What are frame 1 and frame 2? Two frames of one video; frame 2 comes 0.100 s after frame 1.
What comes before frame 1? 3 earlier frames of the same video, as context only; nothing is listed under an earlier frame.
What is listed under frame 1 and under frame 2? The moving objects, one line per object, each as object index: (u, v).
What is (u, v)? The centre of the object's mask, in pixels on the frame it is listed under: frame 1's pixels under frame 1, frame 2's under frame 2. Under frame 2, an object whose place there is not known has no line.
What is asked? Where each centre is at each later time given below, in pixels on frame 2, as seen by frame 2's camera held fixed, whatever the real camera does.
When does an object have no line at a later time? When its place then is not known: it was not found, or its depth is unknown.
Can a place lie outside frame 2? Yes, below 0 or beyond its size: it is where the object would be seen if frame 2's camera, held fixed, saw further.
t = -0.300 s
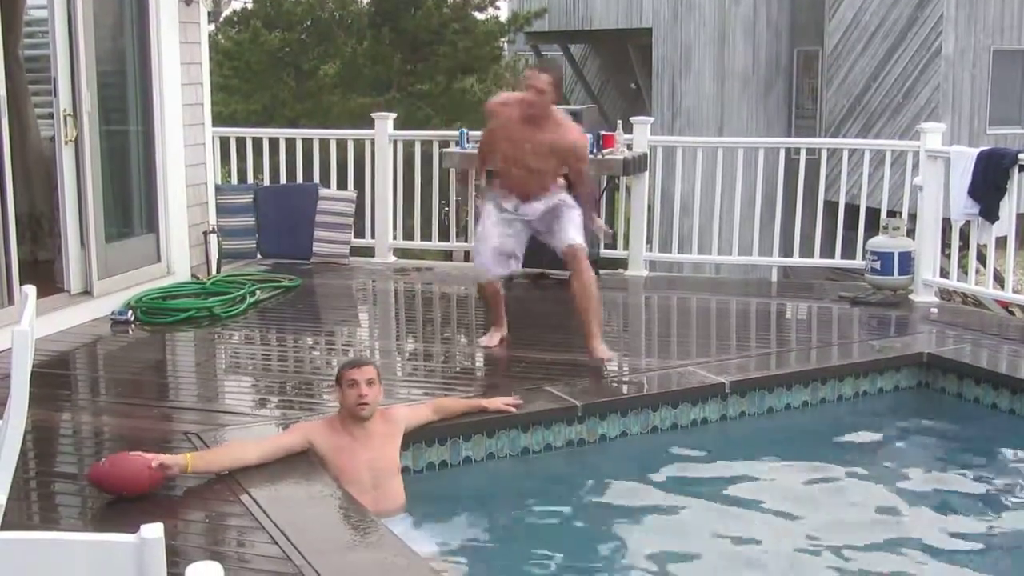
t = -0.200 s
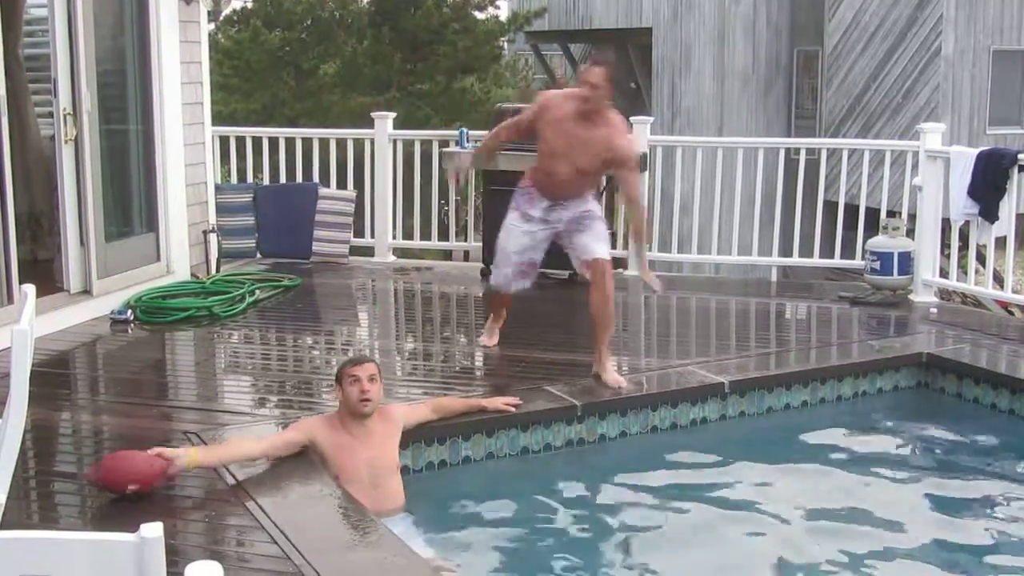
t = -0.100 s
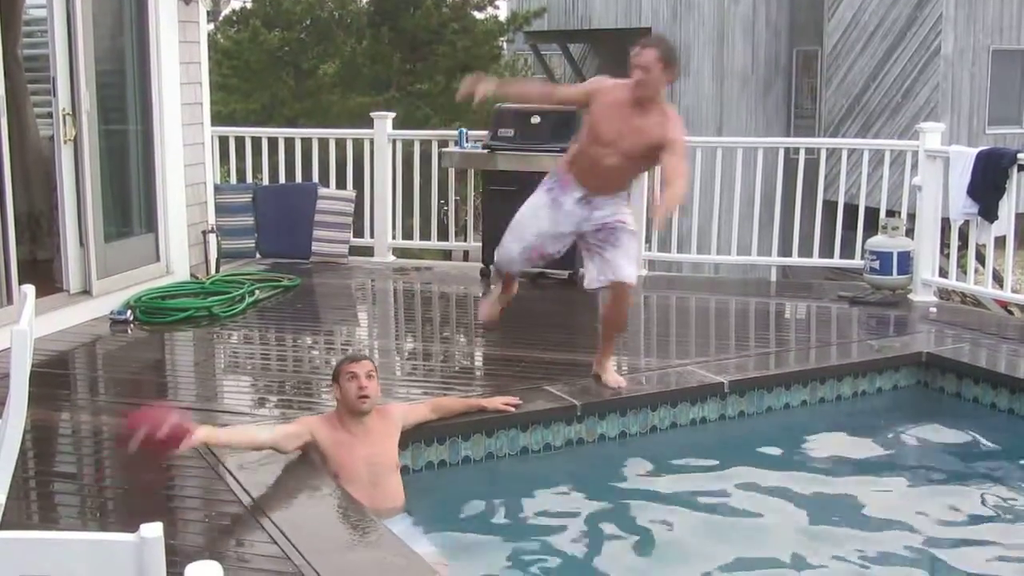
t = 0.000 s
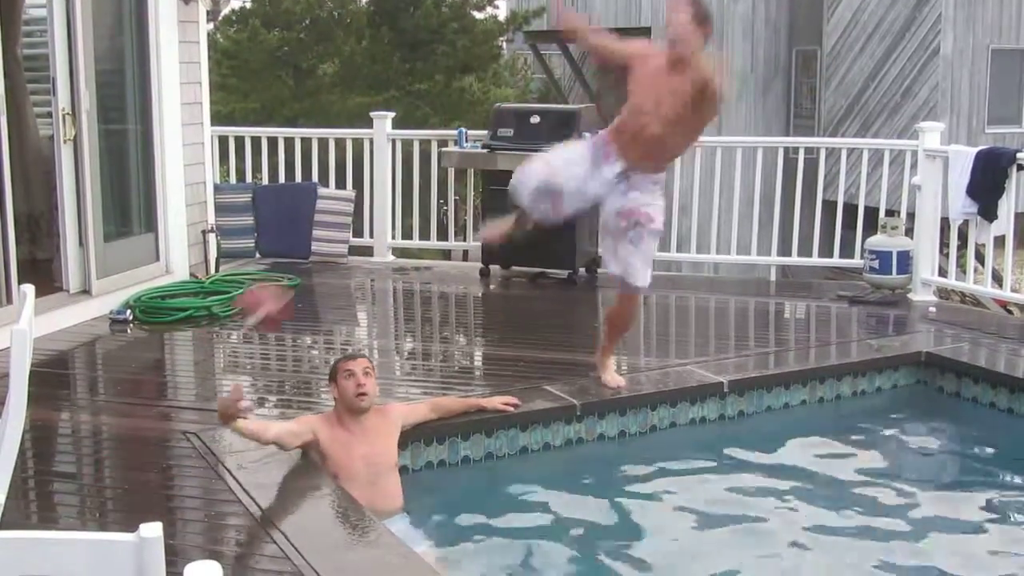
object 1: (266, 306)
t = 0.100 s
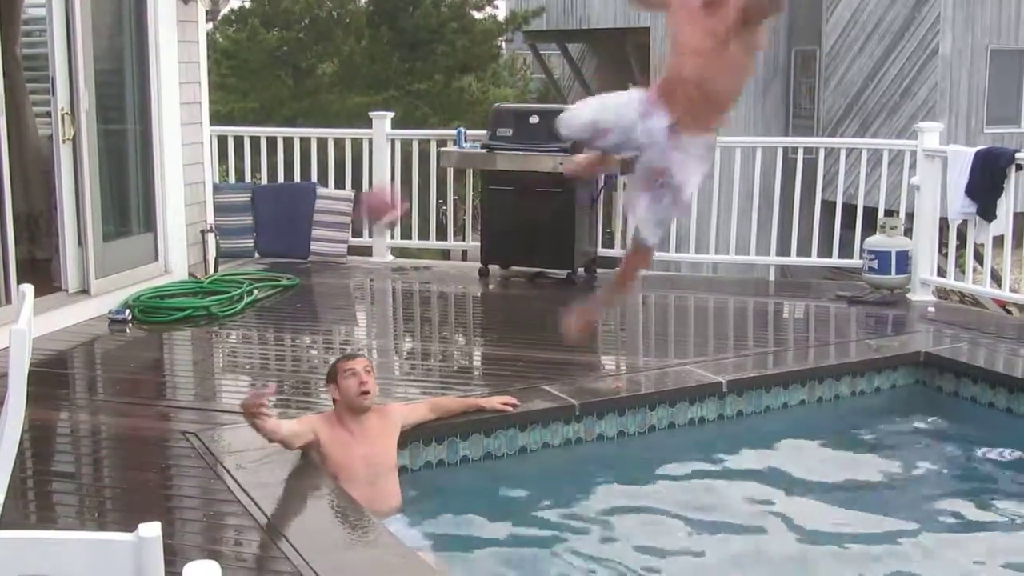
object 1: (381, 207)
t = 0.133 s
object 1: (423, 178)
